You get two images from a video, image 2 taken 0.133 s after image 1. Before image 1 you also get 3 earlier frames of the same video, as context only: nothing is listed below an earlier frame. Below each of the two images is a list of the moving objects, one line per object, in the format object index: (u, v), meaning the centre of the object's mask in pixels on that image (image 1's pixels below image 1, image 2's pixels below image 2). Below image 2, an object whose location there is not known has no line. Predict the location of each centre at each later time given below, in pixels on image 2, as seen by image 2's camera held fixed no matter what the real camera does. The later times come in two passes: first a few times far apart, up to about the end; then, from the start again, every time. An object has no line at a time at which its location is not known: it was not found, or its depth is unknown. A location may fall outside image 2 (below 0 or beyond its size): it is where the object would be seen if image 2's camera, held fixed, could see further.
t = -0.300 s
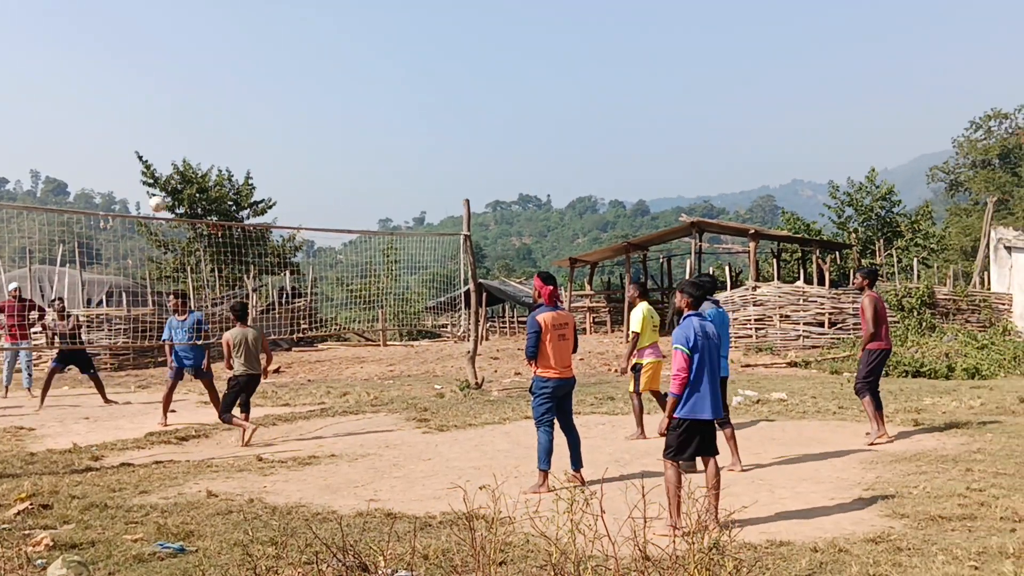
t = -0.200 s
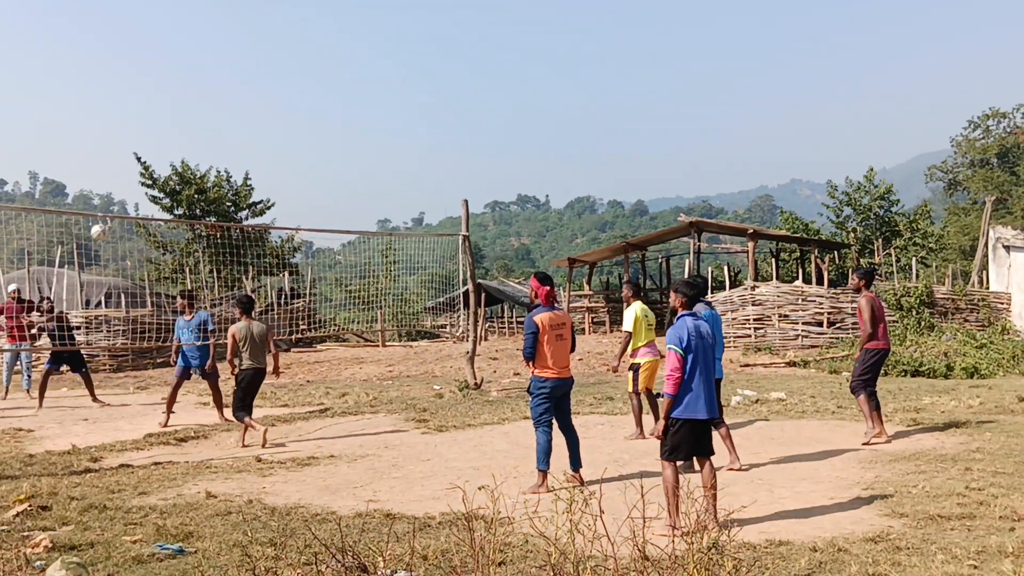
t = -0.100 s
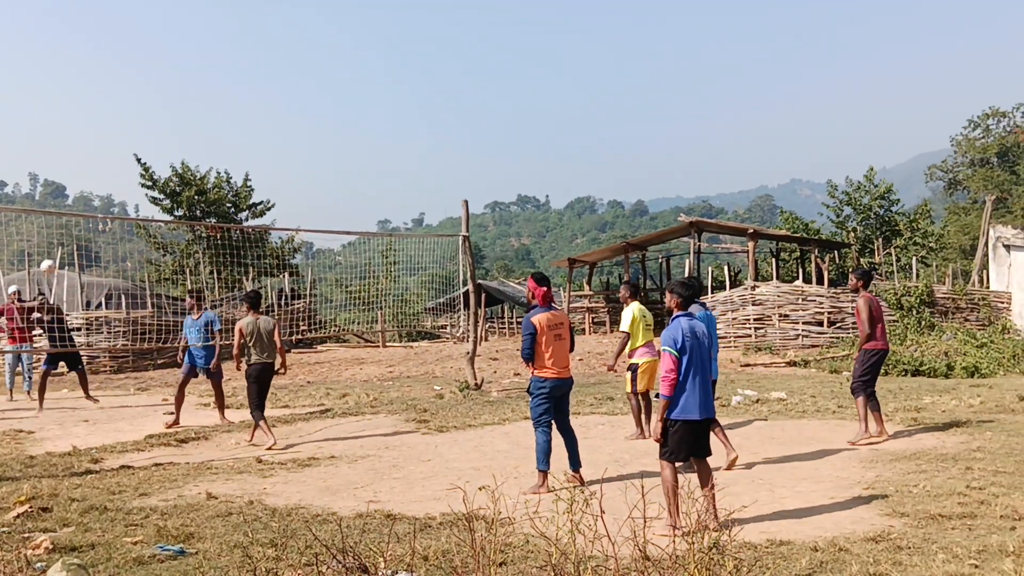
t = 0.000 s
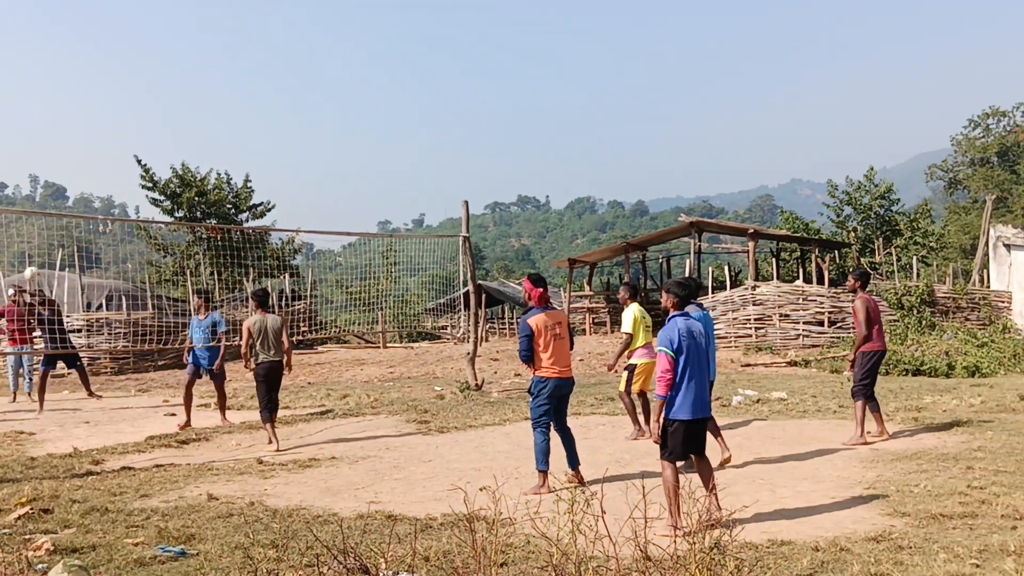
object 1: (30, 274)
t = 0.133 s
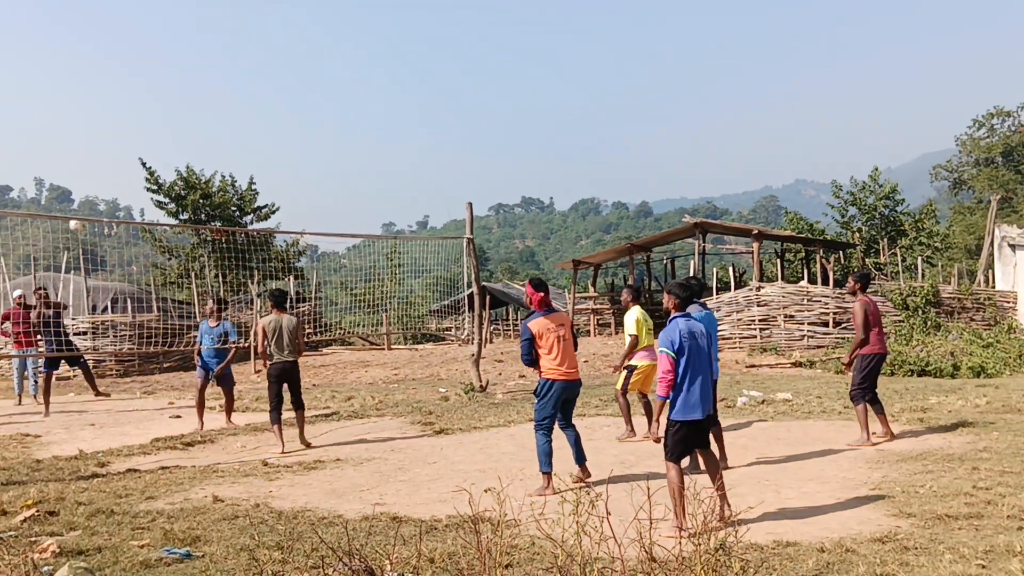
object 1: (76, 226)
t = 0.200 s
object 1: (99, 202)
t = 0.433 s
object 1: (179, 143)
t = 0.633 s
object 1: (262, 127)
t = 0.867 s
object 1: (374, 155)
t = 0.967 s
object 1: (427, 187)
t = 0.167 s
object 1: (87, 211)
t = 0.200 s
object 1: (99, 202)
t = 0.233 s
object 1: (109, 192)
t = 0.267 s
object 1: (120, 181)
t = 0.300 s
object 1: (132, 172)
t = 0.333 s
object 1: (143, 164)
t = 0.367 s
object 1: (154, 156)
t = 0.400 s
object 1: (166, 149)
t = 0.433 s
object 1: (179, 143)
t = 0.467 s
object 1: (191, 138)
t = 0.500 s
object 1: (205, 134)
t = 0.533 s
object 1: (218, 131)
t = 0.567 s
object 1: (232, 128)
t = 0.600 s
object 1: (247, 127)
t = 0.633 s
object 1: (262, 127)
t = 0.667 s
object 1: (277, 127)
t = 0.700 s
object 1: (292, 129)
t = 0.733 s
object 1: (308, 132)
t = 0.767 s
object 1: (324, 136)
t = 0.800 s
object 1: (340, 141)
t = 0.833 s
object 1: (357, 147)
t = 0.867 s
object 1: (374, 155)
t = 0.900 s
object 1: (391, 164)
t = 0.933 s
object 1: (409, 175)
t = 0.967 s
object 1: (427, 187)
